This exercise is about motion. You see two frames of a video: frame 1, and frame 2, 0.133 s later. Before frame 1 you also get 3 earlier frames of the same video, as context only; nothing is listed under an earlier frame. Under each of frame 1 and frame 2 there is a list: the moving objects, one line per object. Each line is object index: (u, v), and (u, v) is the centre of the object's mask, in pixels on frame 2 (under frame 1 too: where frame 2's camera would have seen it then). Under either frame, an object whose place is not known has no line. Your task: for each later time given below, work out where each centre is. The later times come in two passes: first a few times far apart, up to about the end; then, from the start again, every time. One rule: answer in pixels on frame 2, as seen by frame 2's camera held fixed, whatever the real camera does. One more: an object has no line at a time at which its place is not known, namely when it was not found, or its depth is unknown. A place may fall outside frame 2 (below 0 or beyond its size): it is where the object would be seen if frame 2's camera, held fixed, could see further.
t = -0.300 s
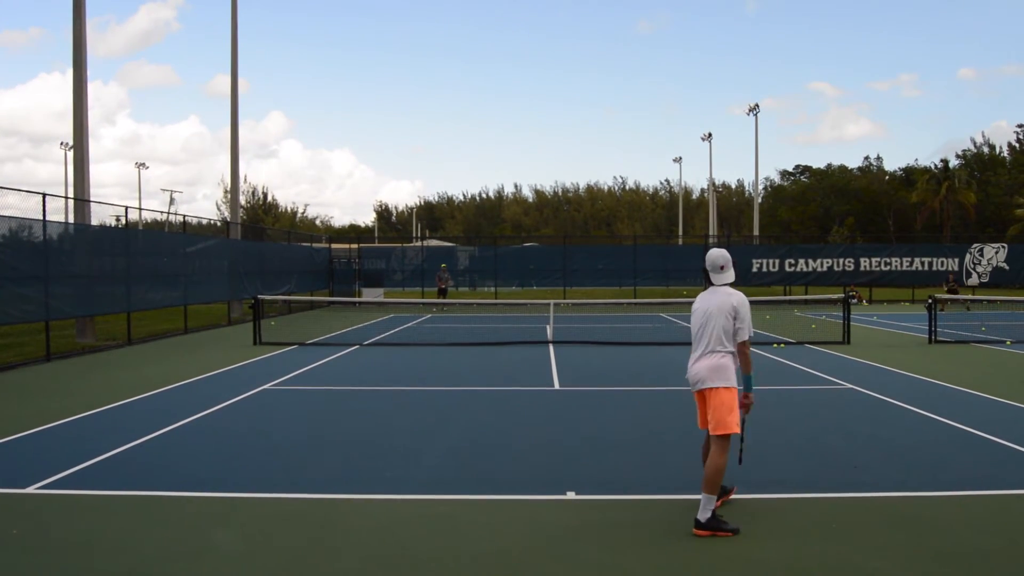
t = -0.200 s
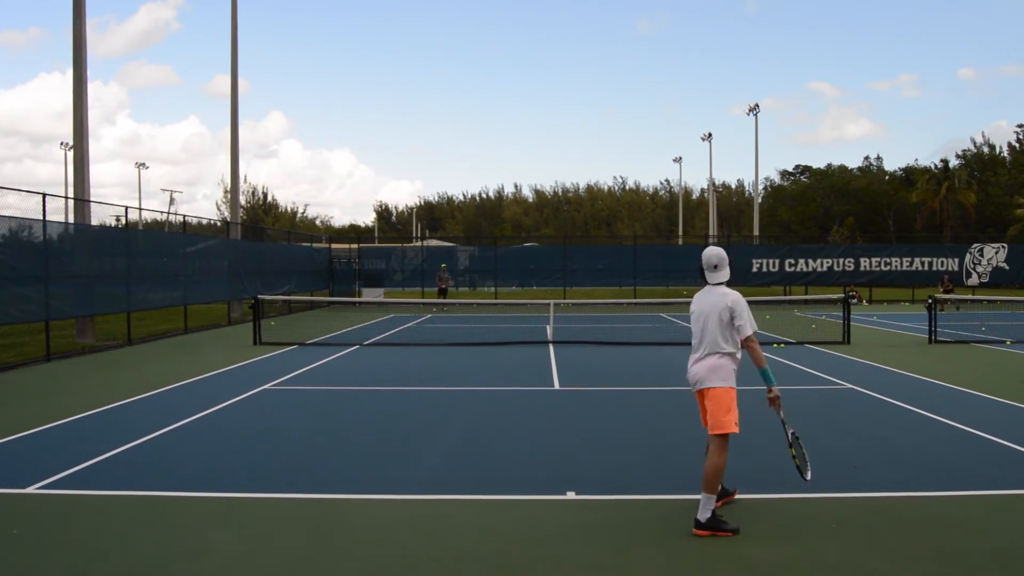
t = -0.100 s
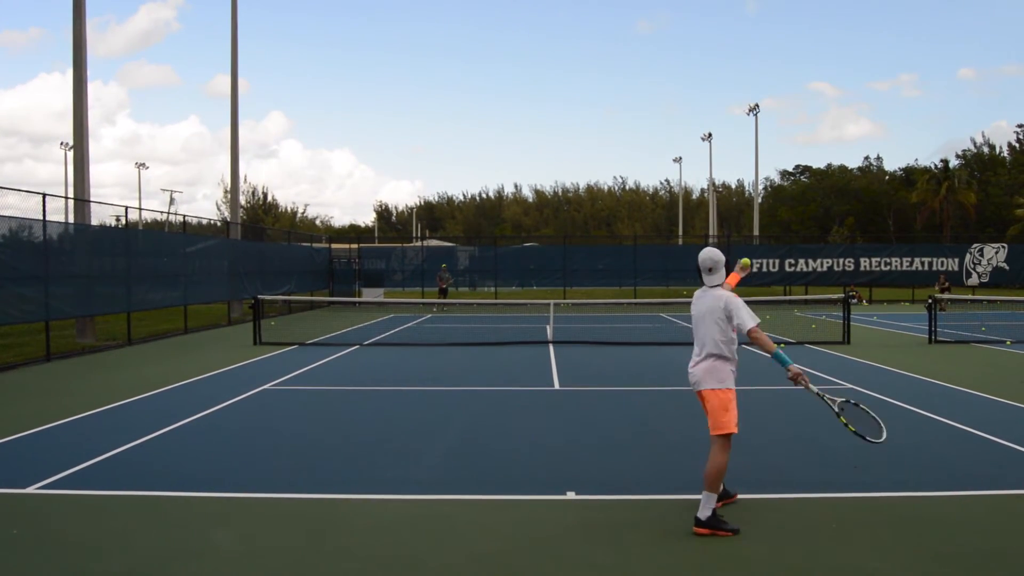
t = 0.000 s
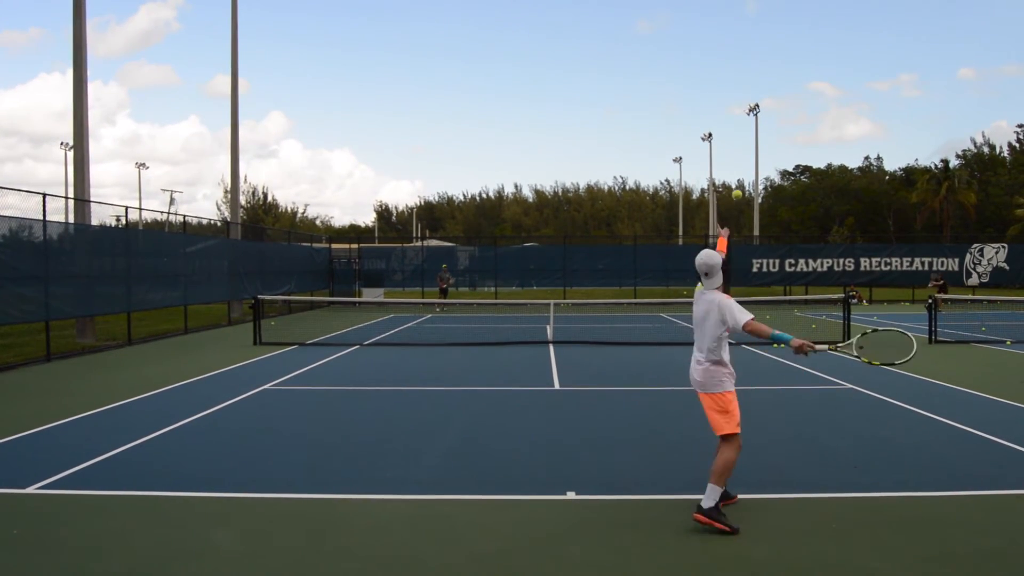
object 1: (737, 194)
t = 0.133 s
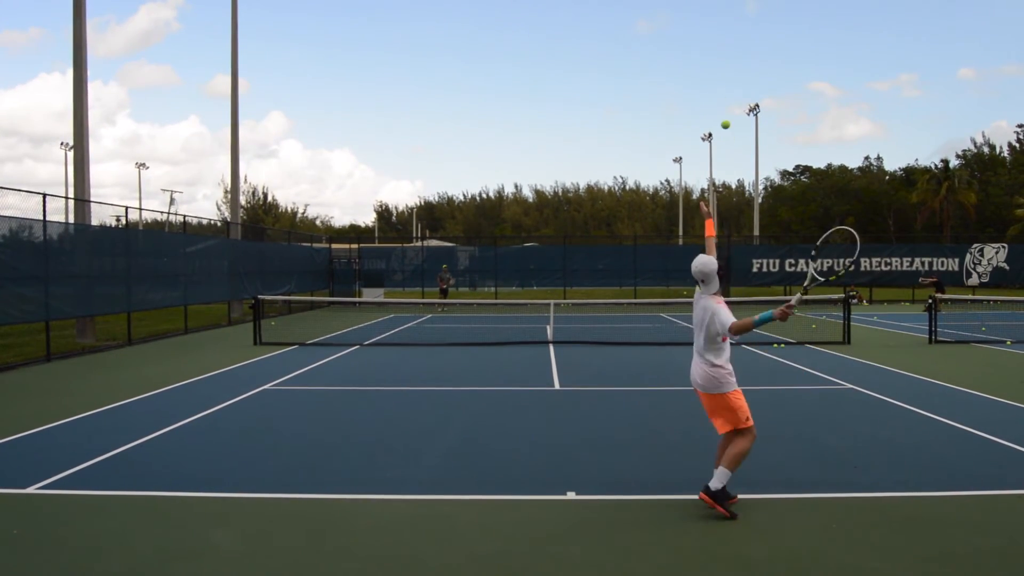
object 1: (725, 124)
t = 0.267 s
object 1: (714, 78)
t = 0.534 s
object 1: (691, 54)
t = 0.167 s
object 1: (722, 111)
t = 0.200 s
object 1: (719, 98)
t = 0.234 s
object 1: (717, 87)
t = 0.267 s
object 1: (714, 78)
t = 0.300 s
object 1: (711, 70)
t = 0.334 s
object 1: (708, 64)
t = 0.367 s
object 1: (705, 58)
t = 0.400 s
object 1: (702, 55)
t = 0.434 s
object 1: (699, 52)
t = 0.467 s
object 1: (697, 51)
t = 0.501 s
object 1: (694, 52)
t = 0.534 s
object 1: (691, 54)
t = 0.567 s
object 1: (688, 58)
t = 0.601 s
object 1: (686, 63)
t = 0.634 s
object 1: (683, 69)
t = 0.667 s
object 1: (680, 77)
